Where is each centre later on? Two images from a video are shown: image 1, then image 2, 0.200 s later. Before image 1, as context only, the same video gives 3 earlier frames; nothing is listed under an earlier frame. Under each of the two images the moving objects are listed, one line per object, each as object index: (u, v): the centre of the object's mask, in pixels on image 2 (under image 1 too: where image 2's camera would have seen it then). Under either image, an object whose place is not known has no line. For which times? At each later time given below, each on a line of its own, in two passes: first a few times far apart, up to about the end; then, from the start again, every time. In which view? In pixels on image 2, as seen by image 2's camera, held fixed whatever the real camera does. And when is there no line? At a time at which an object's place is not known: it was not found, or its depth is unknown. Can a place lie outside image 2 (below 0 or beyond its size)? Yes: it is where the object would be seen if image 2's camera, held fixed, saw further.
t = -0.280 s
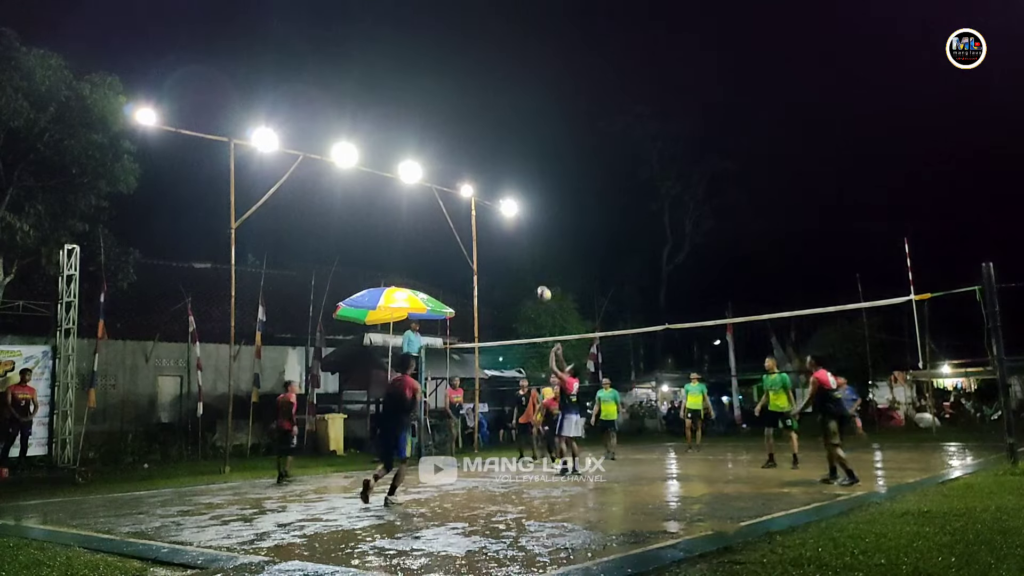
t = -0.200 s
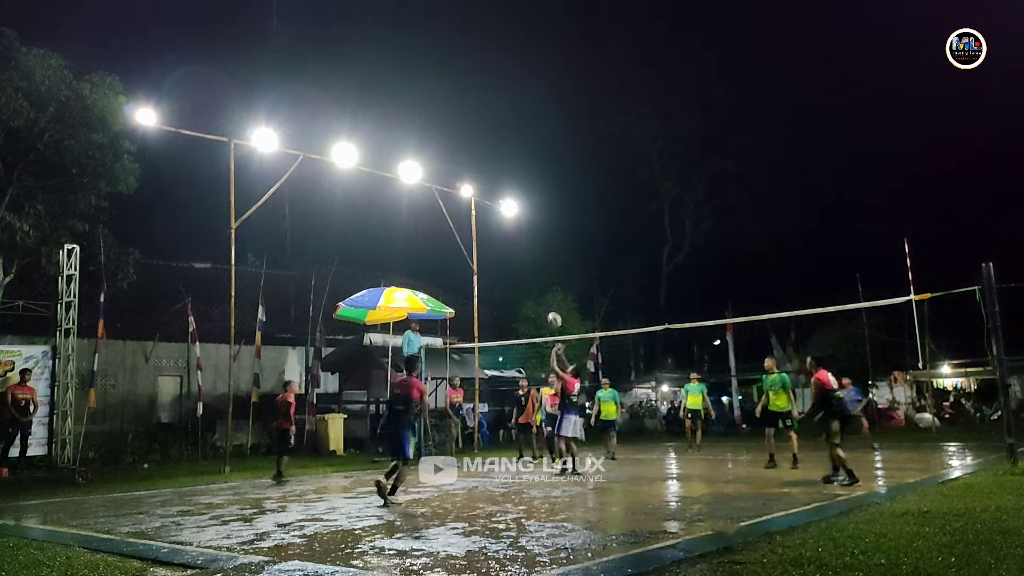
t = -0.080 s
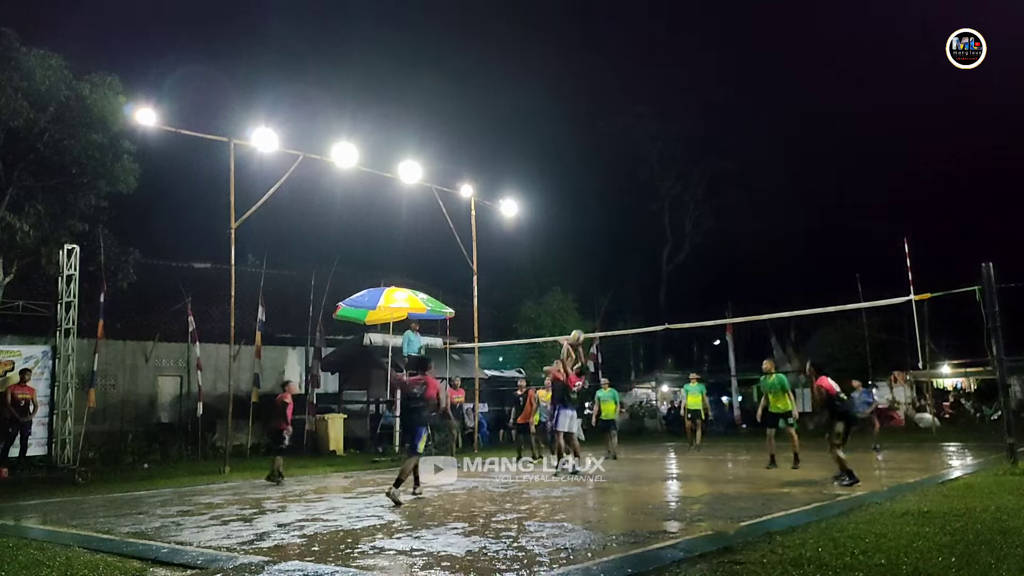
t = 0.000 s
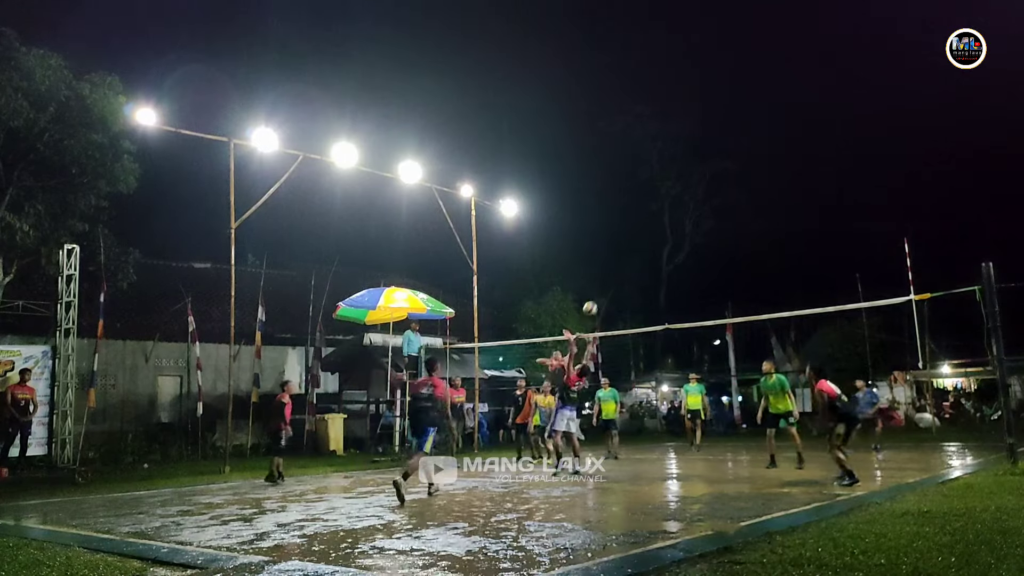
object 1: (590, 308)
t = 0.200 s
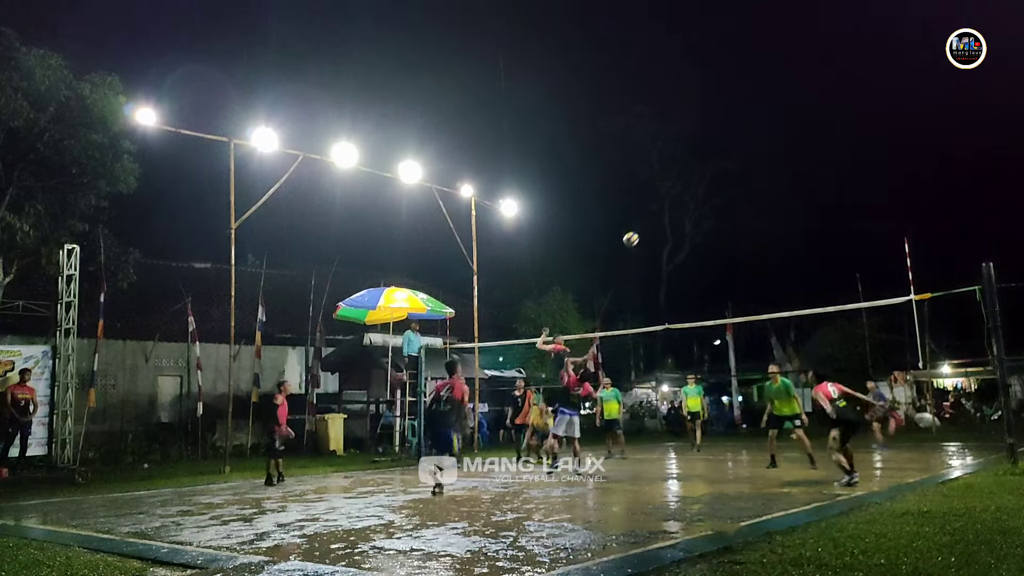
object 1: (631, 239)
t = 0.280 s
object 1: (648, 217)
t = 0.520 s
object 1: (701, 177)
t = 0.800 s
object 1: (774, 175)
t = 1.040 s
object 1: (844, 216)
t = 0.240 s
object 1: (641, 225)
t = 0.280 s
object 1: (648, 217)
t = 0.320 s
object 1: (656, 209)
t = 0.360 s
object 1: (666, 199)
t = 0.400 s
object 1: (674, 193)
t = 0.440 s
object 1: (682, 188)
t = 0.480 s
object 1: (693, 181)
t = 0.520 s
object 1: (701, 177)
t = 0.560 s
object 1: (714, 173)
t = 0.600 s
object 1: (722, 171)
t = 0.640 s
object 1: (730, 170)
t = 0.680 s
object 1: (743, 170)
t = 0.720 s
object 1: (752, 170)
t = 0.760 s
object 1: (761, 171)
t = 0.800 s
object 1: (774, 175)
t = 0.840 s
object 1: (784, 178)
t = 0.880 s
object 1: (798, 185)
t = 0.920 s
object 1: (808, 190)
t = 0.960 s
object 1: (818, 196)
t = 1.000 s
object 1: (833, 207)
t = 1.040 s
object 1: (844, 216)
